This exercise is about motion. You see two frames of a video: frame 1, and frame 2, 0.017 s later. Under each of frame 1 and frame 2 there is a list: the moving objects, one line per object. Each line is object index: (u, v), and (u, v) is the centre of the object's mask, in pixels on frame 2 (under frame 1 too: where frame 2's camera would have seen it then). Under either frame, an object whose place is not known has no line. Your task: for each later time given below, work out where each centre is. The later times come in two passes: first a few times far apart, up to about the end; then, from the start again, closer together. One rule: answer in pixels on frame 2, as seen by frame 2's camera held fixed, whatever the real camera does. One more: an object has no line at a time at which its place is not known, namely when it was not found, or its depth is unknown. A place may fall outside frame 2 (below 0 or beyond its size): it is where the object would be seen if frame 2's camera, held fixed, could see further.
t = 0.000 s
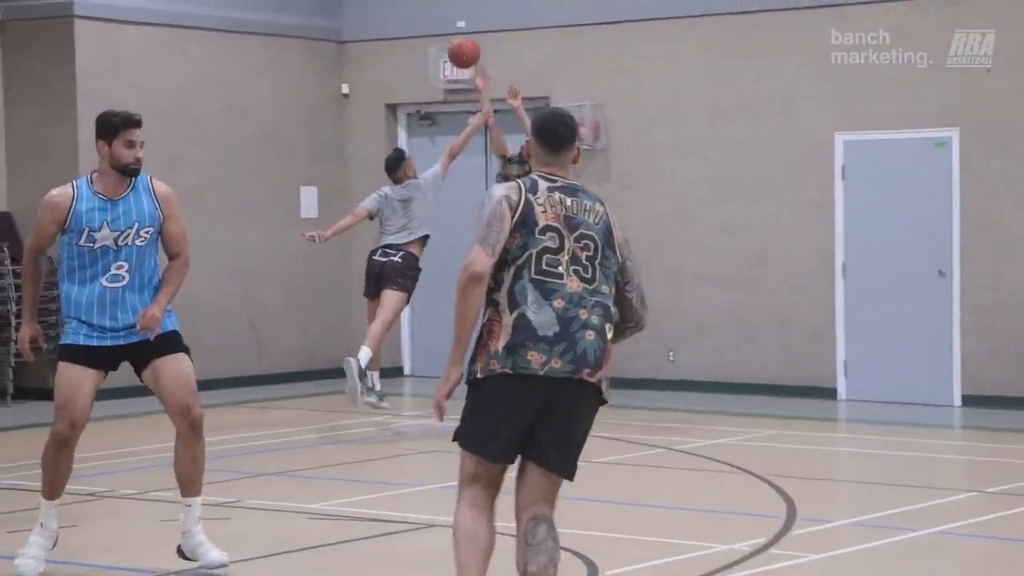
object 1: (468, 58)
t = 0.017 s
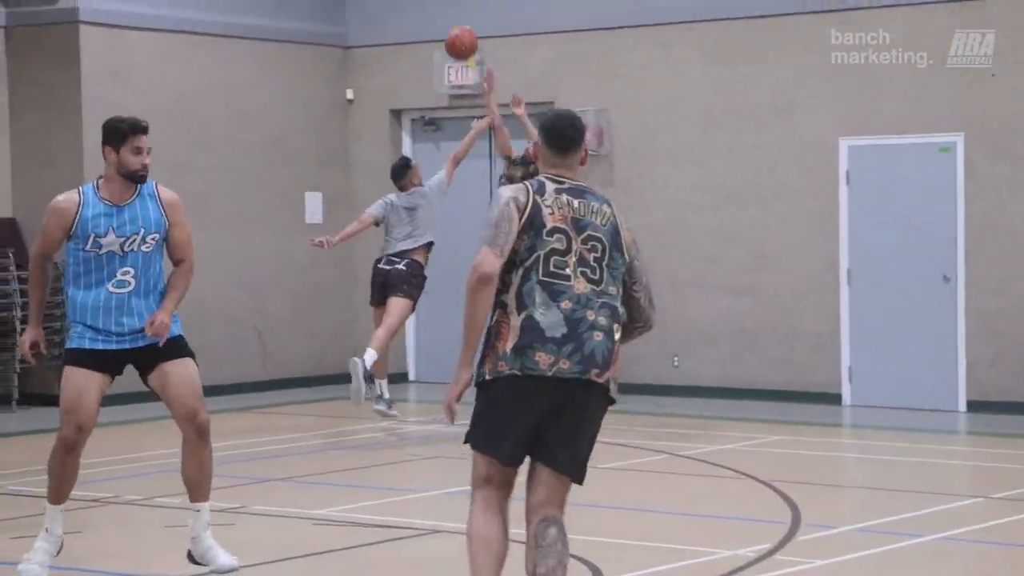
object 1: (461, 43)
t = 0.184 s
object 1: (388, -68)
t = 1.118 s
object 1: (-86, -51)
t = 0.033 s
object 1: (454, 29)
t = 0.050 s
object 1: (447, 16)
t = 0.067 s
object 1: (440, 2)
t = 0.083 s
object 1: (432, -11)
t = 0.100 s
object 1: (425, -23)
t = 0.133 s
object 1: (410, -43)
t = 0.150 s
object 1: (403, -53)
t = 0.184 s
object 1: (388, -68)
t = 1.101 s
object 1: (-77, -65)
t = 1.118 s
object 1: (-86, -51)
